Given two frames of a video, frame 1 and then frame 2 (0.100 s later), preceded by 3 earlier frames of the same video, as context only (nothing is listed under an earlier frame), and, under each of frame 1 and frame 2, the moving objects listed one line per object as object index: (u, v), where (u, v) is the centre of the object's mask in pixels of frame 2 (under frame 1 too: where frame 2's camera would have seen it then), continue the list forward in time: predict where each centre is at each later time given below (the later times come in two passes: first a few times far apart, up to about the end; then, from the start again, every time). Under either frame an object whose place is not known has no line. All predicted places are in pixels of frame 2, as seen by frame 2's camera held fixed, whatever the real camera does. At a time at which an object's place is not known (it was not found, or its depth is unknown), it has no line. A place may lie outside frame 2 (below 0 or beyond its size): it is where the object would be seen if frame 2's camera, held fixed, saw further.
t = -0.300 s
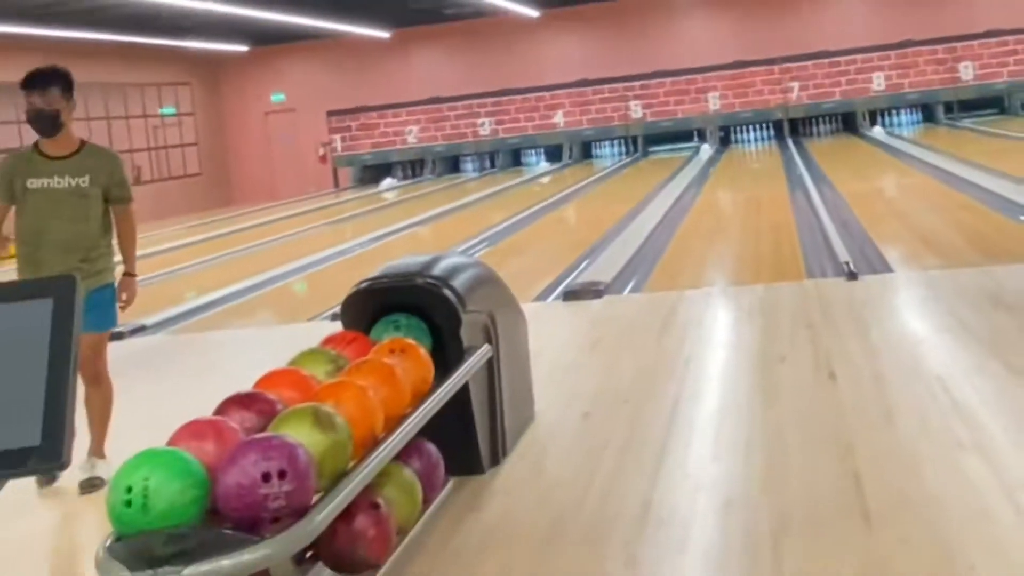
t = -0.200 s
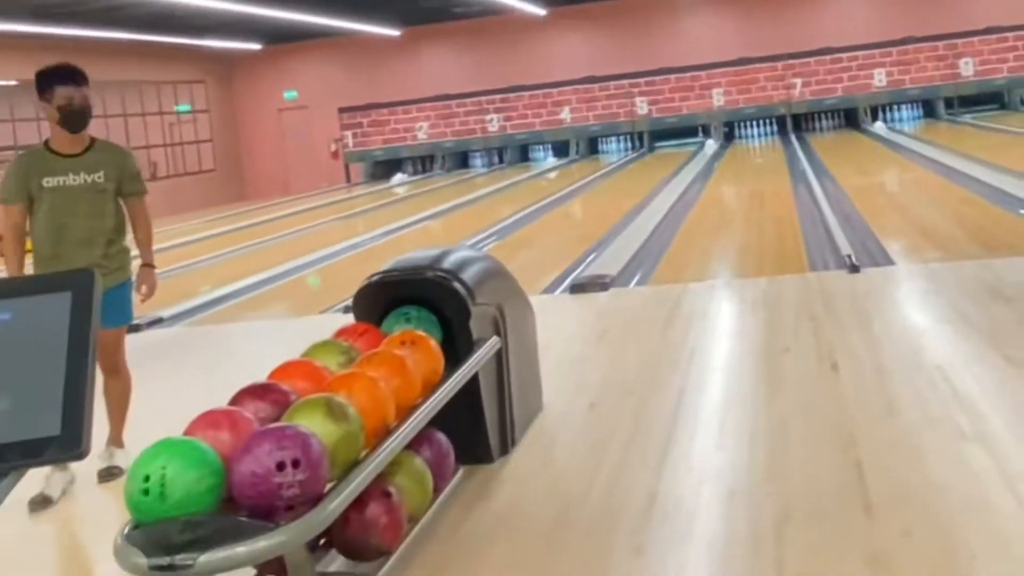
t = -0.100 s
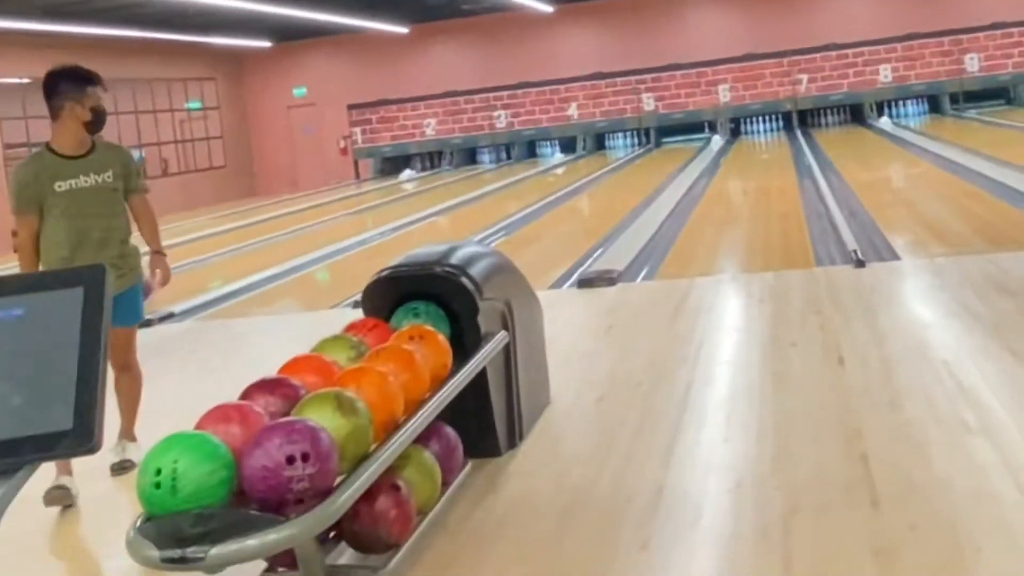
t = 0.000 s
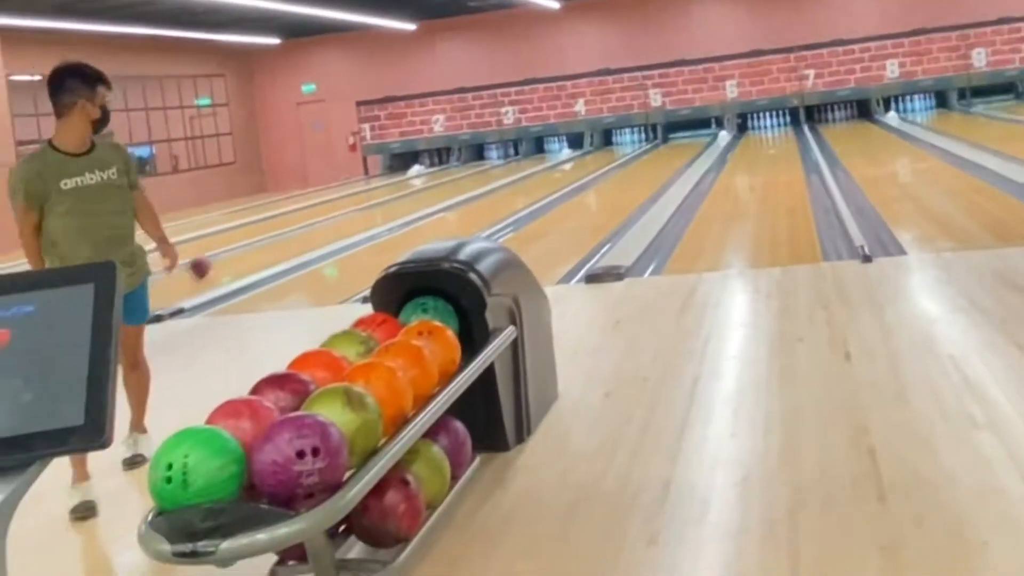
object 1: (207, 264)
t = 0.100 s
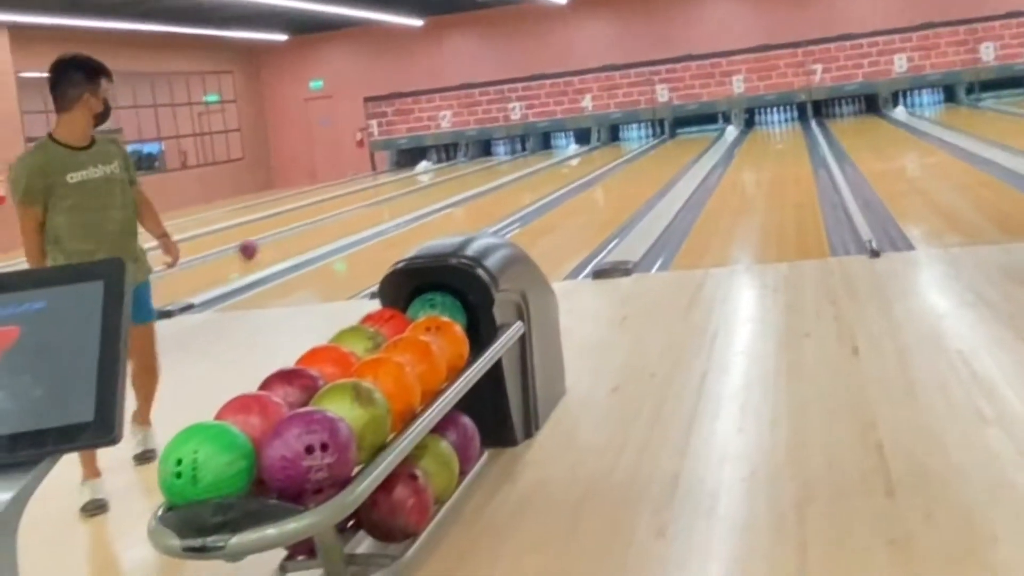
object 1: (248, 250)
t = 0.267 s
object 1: (303, 232)
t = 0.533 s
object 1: (369, 210)
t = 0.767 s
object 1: (411, 195)
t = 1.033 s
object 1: (448, 182)
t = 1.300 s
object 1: (477, 173)
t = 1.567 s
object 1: (501, 166)
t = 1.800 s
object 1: (517, 160)
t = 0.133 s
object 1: (260, 246)
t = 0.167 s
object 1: (272, 242)
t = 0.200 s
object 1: (283, 238)
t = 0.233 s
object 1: (293, 235)
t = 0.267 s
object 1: (303, 232)
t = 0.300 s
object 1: (312, 228)
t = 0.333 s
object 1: (321, 226)
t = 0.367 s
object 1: (330, 223)
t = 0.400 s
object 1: (339, 220)
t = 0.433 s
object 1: (347, 217)
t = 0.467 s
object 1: (354, 215)
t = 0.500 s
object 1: (361, 212)
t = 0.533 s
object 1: (369, 210)
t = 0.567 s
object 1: (375, 207)
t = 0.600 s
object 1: (382, 205)
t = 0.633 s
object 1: (388, 203)
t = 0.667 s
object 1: (394, 201)
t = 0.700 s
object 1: (400, 199)
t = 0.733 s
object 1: (406, 197)
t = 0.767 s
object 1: (411, 195)
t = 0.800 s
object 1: (417, 193)
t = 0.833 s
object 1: (421, 191)
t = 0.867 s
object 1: (427, 190)
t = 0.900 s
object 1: (431, 188)
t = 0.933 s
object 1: (436, 187)
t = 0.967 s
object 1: (440, 185)
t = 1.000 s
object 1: (445, 184)
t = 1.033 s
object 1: (448, 182)
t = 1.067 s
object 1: (452, 181)
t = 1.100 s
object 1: (456, 181)
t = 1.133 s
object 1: (460, 179)
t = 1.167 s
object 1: (464, 177)
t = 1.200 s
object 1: (467, 176)
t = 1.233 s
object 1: (470, 175)
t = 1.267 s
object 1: (474, 174)
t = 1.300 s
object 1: (477, 173)
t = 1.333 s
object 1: (480, 172)
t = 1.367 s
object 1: (483, 171)
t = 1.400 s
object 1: (486, 170)
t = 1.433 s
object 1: (489, 169)
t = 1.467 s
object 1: (492, 168)
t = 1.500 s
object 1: (496, 167)
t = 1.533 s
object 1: (498, 166)
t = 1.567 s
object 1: (501, 166)
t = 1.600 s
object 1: (503, 165)
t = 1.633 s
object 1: (506, 164)
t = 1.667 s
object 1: (509, 162)
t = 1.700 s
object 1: (511, 162)
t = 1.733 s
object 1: (514, 161)
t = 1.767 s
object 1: (515, 160)
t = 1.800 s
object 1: (517, 160)
